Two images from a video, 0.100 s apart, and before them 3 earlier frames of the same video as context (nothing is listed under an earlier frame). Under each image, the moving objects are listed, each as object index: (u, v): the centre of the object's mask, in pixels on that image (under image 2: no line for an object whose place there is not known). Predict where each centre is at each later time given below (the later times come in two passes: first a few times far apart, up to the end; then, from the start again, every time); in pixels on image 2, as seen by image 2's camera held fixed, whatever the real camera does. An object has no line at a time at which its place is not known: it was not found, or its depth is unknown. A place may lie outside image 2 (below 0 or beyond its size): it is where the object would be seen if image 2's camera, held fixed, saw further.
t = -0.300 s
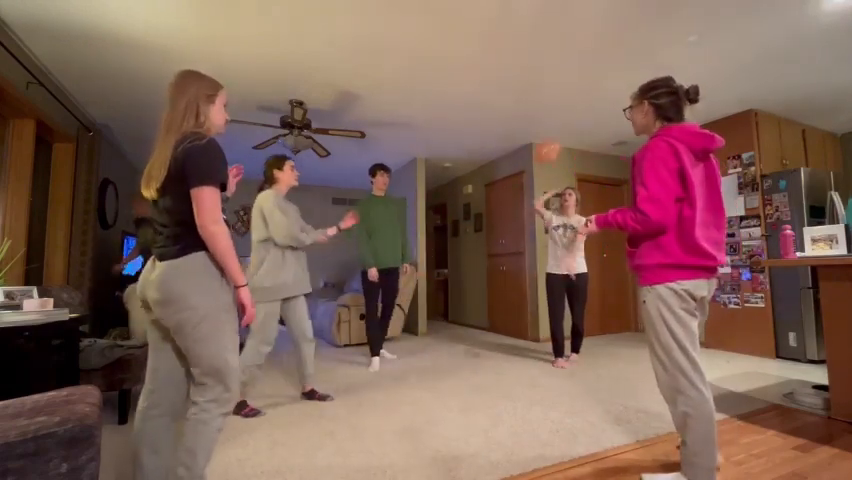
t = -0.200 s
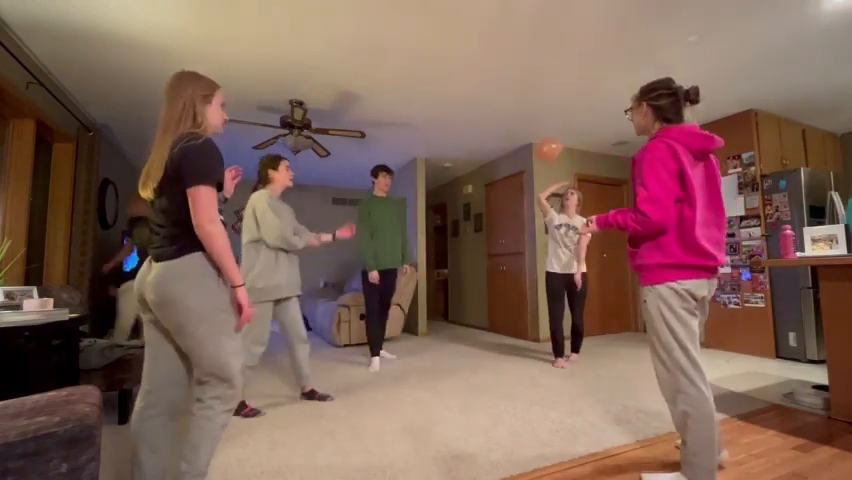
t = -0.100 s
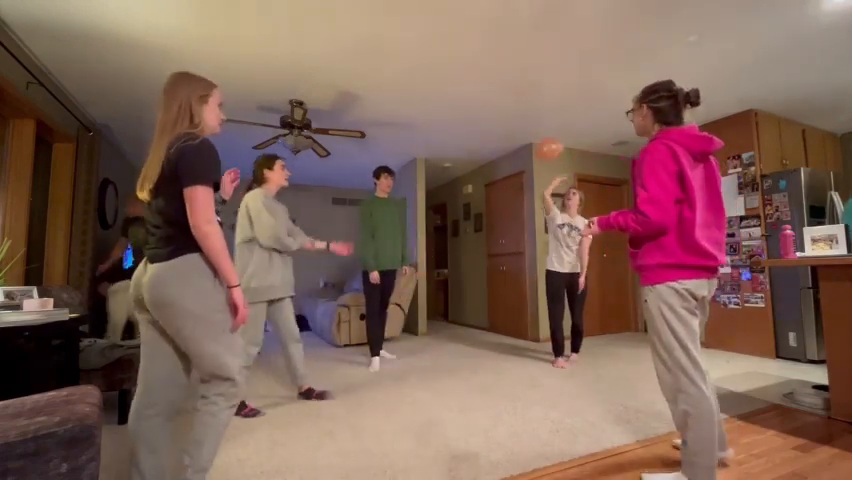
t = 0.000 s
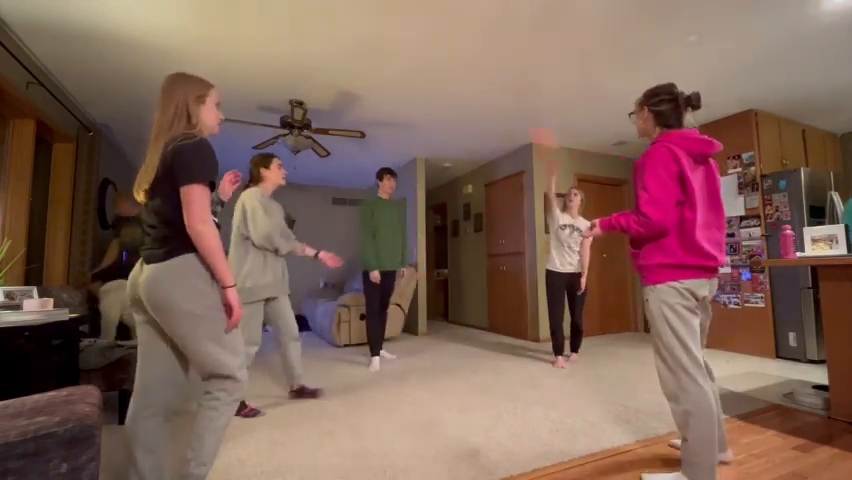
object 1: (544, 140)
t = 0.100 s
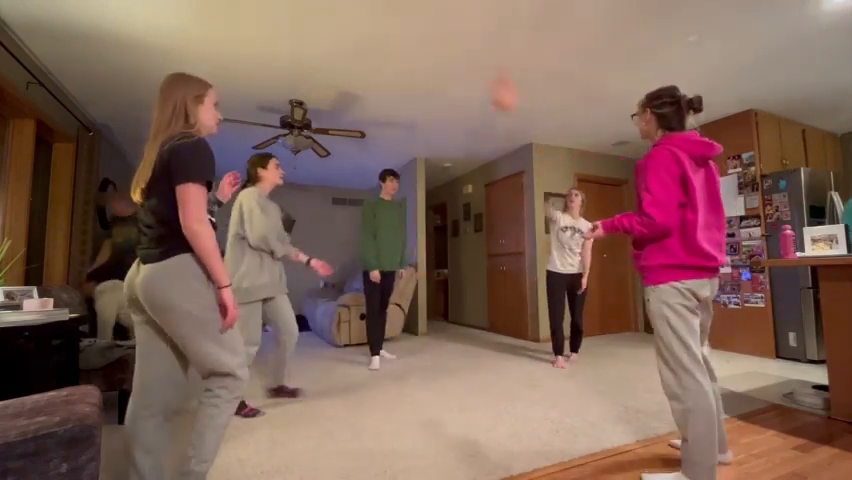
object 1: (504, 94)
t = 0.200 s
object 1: (470, 61)
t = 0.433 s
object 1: (444, 88)
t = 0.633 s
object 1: (435, 117)
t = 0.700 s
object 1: (433, 129)
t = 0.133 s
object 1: (491, 81)
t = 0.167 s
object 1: (480, 68)
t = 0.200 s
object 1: (470, 61)
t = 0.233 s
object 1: (464, 62)
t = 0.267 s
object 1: (459, 67)
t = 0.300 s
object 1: (454, 71)
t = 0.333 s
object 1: (450, 74)
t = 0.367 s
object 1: (447, 78)
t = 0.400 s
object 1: (446, 83)
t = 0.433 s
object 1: (444, 88)
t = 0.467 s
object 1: (443, 92)
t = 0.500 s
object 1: (442, 97)
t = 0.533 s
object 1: (441, 101)
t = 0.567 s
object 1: (439, 106)
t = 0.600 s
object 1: (437, 112)
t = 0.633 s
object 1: (435, 117)
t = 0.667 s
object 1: (435, 123)
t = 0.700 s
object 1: (433, 129)
